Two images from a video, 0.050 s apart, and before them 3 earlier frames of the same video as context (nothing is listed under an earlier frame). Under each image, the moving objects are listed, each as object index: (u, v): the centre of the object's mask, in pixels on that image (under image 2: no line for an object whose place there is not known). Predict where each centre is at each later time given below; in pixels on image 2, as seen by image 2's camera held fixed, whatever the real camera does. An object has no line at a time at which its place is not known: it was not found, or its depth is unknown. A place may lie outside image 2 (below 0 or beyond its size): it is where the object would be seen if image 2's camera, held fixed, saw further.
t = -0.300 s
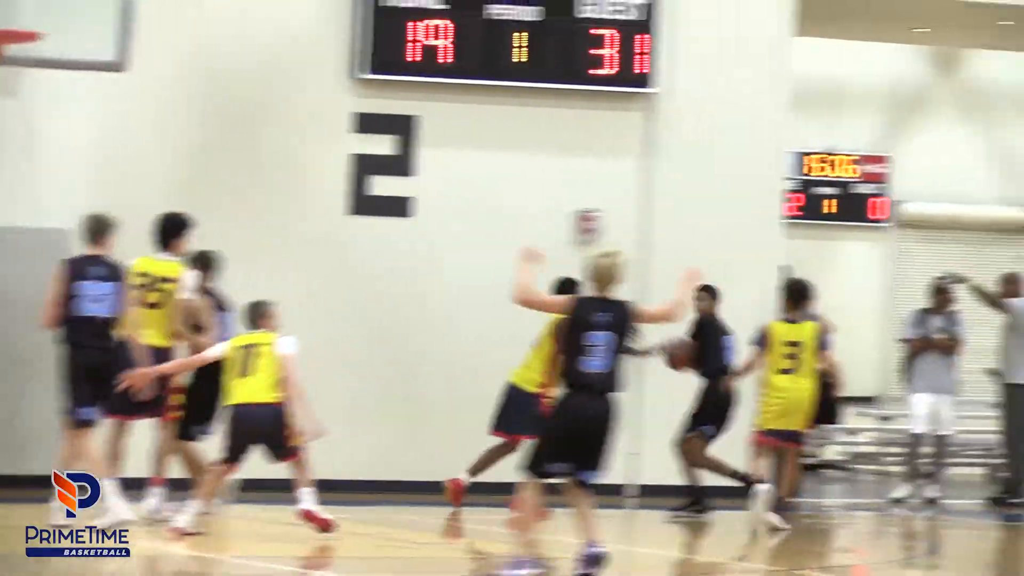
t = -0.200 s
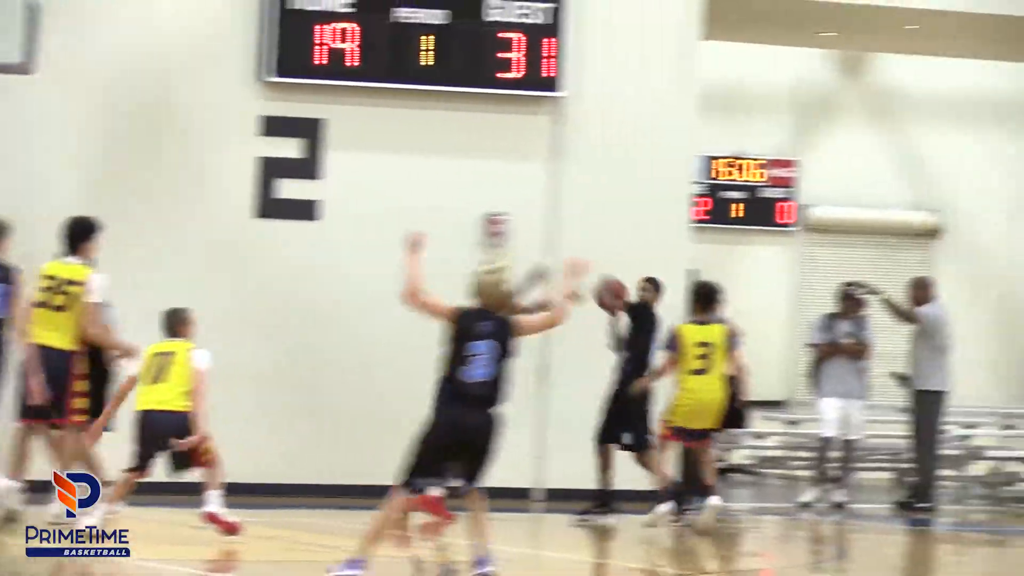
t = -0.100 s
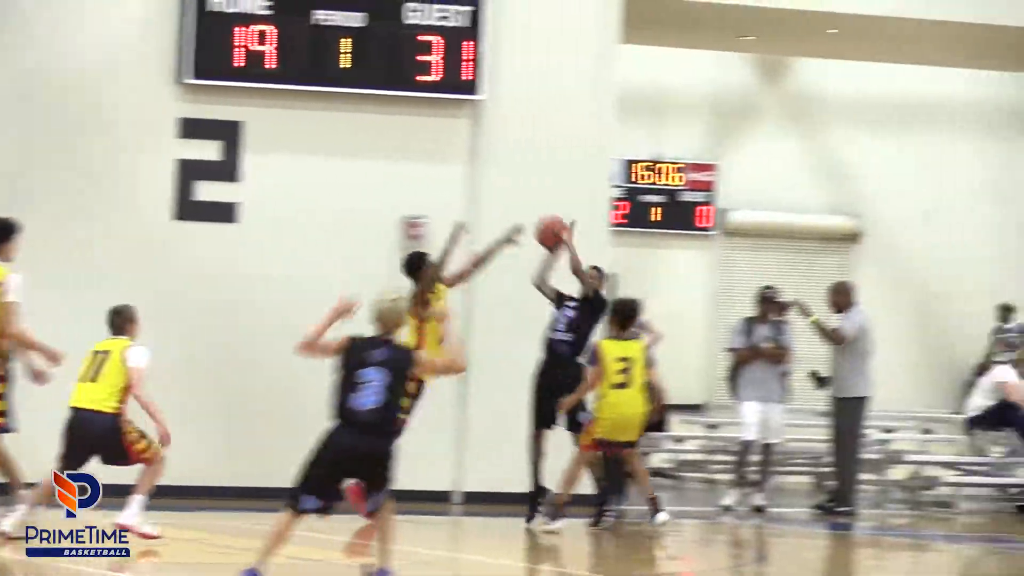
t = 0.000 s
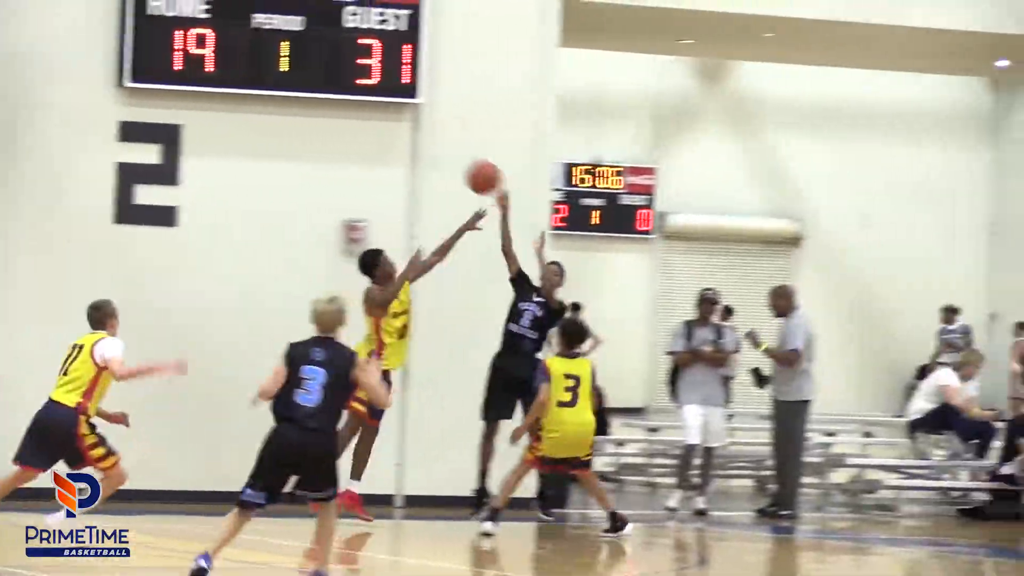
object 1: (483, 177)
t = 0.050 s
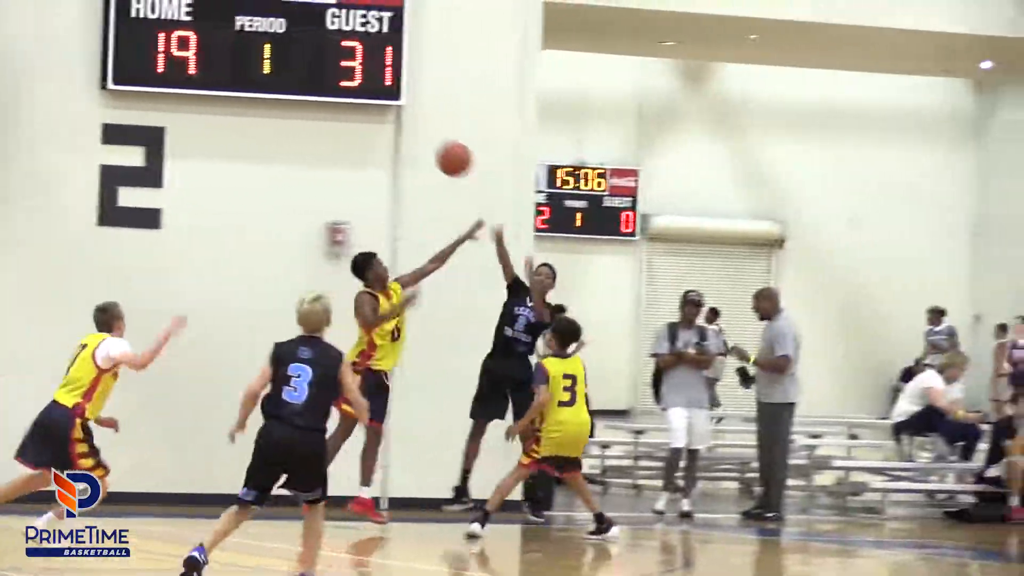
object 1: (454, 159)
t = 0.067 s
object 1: (449, 153)
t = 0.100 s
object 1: (441, 141)
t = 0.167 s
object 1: (422, 122)
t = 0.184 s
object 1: (416, 119)
